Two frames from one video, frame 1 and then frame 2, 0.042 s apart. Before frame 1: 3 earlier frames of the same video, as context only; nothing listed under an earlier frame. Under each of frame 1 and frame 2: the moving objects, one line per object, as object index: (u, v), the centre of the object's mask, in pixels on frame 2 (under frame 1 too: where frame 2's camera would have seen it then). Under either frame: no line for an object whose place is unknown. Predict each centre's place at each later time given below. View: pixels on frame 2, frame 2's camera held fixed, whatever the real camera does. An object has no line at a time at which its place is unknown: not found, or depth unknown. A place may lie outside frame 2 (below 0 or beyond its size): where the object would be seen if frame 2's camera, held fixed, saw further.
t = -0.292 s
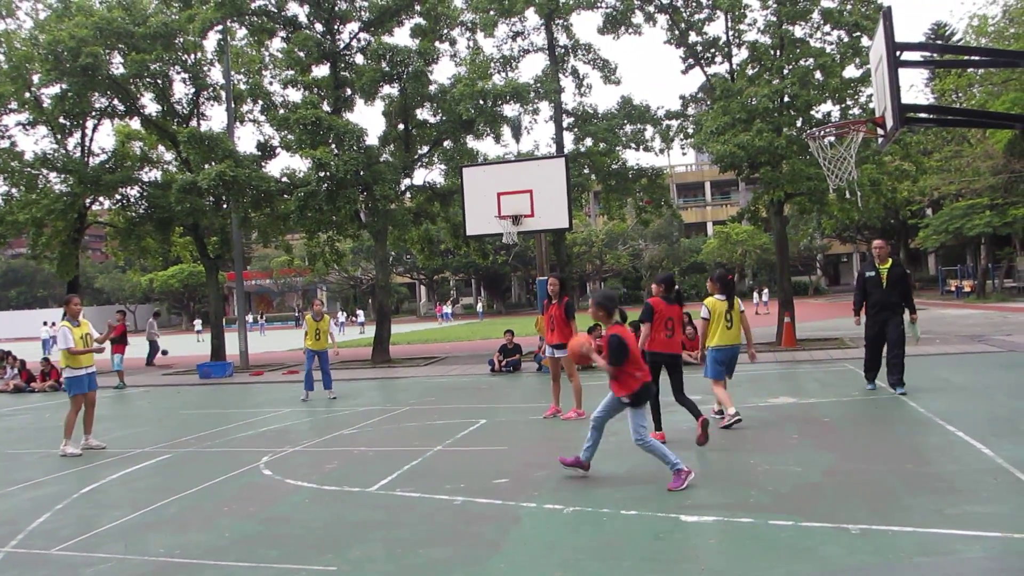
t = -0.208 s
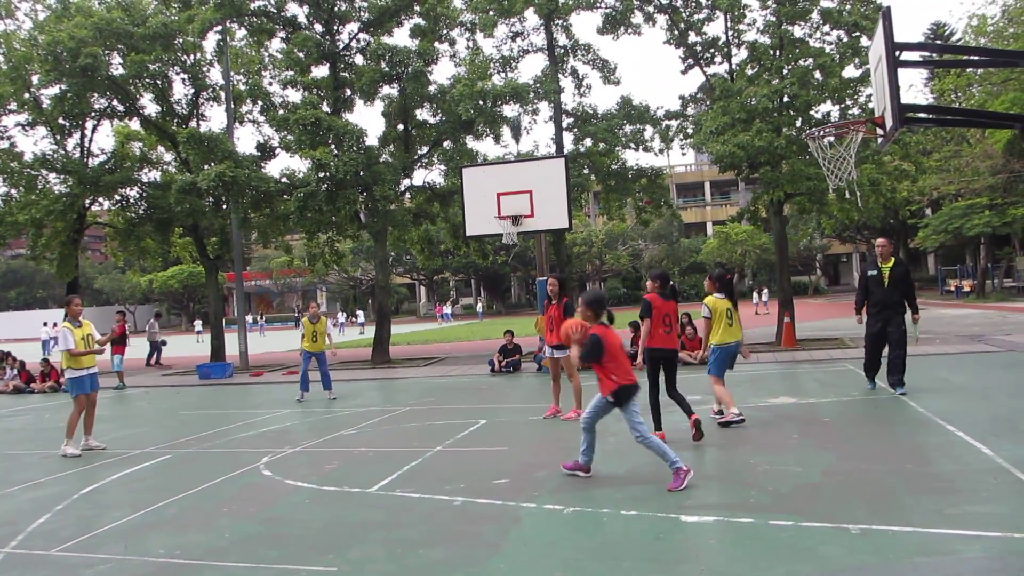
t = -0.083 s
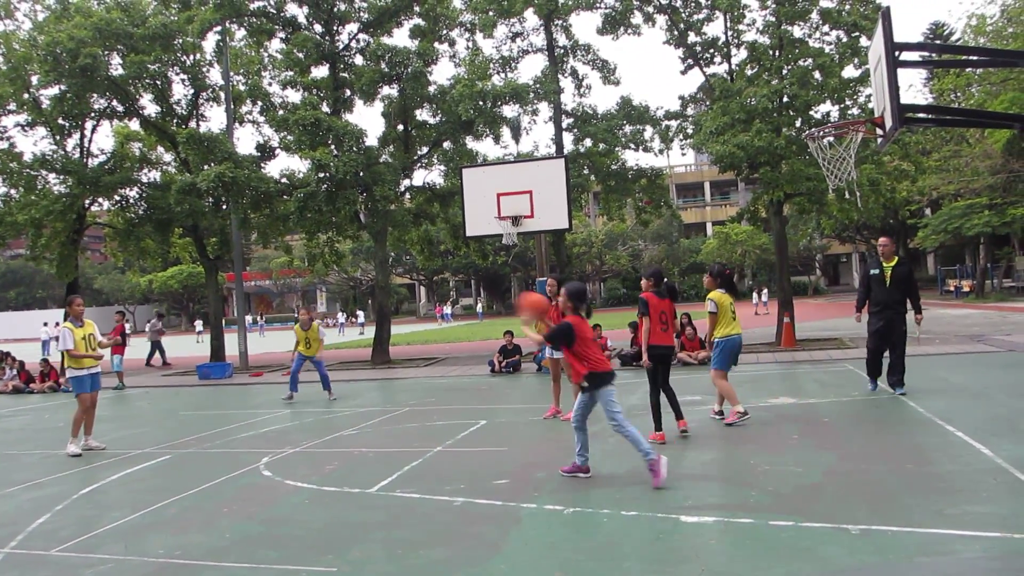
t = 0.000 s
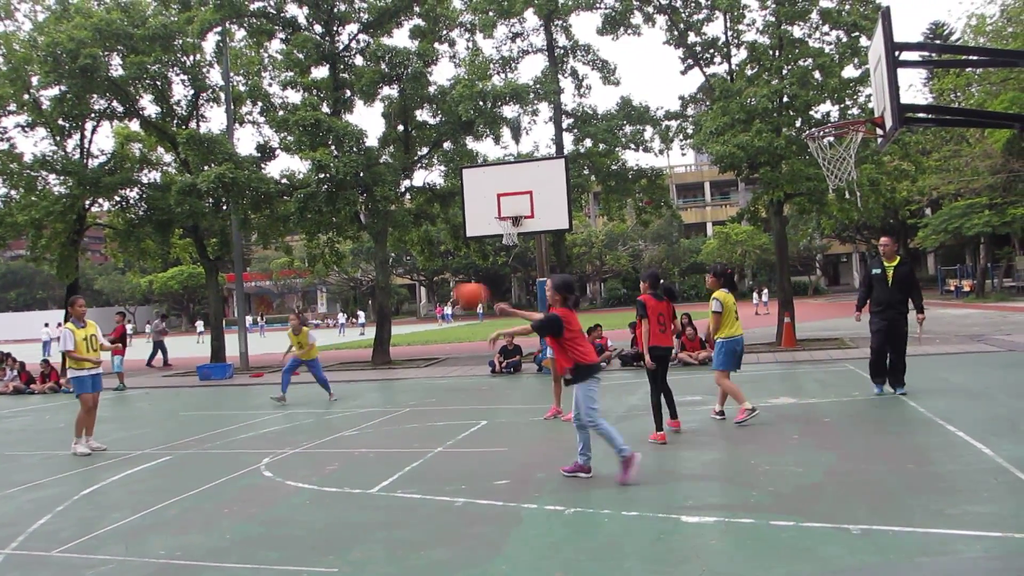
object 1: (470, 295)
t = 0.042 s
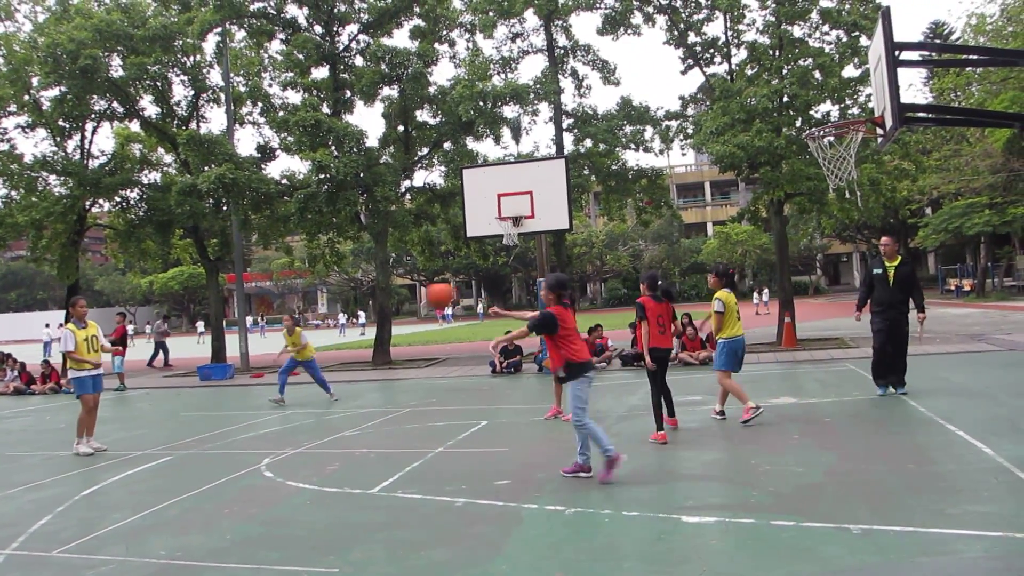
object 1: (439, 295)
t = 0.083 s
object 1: (407, 299)
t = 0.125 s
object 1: (381, 302)
